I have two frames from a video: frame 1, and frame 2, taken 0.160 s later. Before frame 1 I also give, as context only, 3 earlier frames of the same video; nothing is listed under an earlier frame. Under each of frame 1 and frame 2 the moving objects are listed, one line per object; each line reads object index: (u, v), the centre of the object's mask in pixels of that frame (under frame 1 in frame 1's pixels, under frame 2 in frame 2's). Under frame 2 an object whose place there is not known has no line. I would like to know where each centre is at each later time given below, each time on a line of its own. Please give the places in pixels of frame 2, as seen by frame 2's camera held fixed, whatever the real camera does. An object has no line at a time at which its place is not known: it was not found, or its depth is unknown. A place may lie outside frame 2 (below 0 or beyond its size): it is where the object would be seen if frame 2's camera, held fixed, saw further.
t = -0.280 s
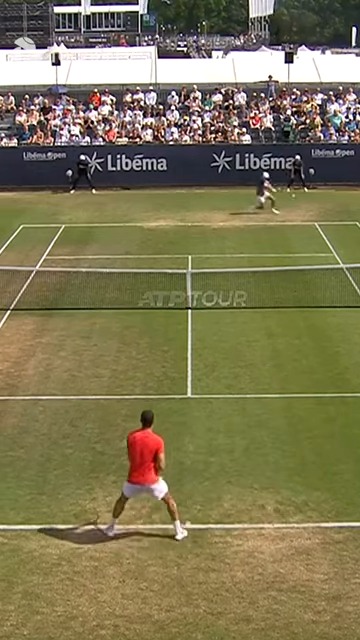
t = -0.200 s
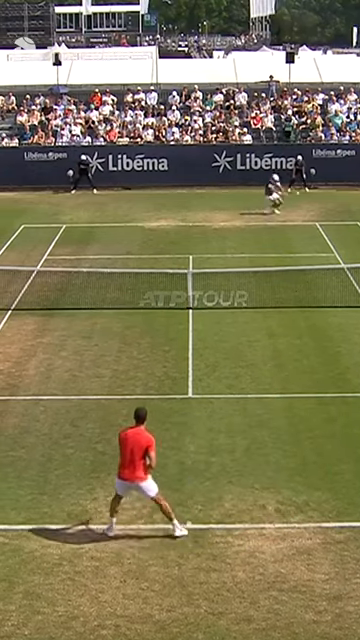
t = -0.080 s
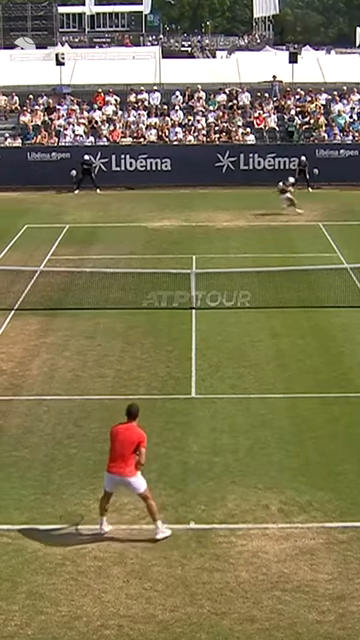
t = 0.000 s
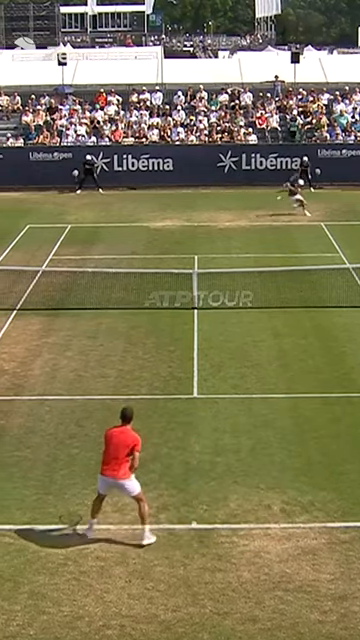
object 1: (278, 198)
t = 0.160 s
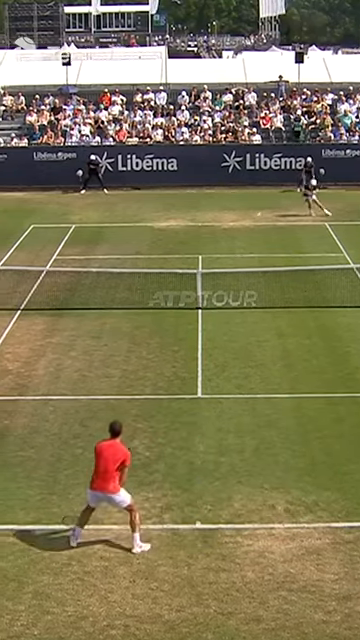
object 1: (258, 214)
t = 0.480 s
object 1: (195, 292)
